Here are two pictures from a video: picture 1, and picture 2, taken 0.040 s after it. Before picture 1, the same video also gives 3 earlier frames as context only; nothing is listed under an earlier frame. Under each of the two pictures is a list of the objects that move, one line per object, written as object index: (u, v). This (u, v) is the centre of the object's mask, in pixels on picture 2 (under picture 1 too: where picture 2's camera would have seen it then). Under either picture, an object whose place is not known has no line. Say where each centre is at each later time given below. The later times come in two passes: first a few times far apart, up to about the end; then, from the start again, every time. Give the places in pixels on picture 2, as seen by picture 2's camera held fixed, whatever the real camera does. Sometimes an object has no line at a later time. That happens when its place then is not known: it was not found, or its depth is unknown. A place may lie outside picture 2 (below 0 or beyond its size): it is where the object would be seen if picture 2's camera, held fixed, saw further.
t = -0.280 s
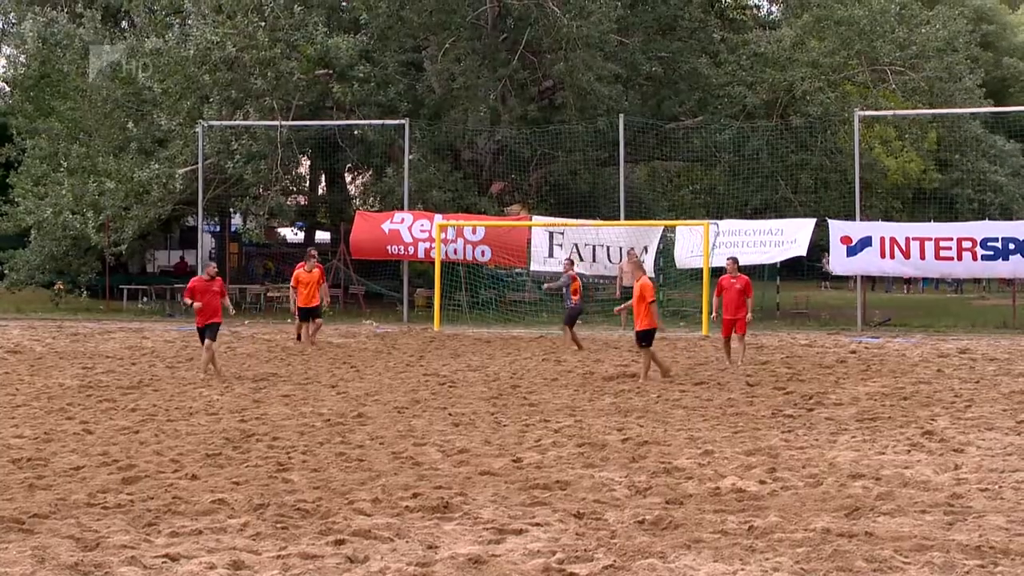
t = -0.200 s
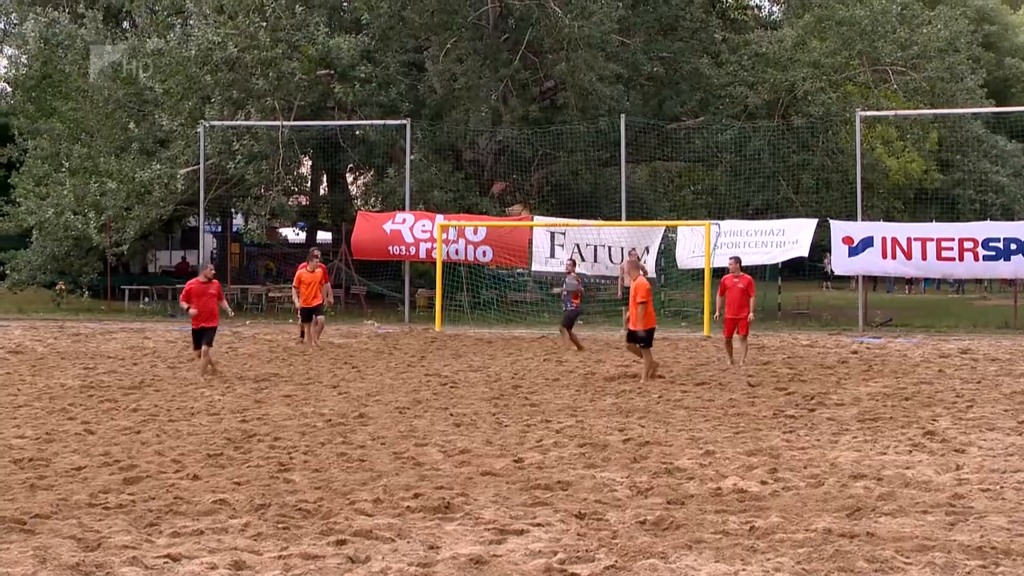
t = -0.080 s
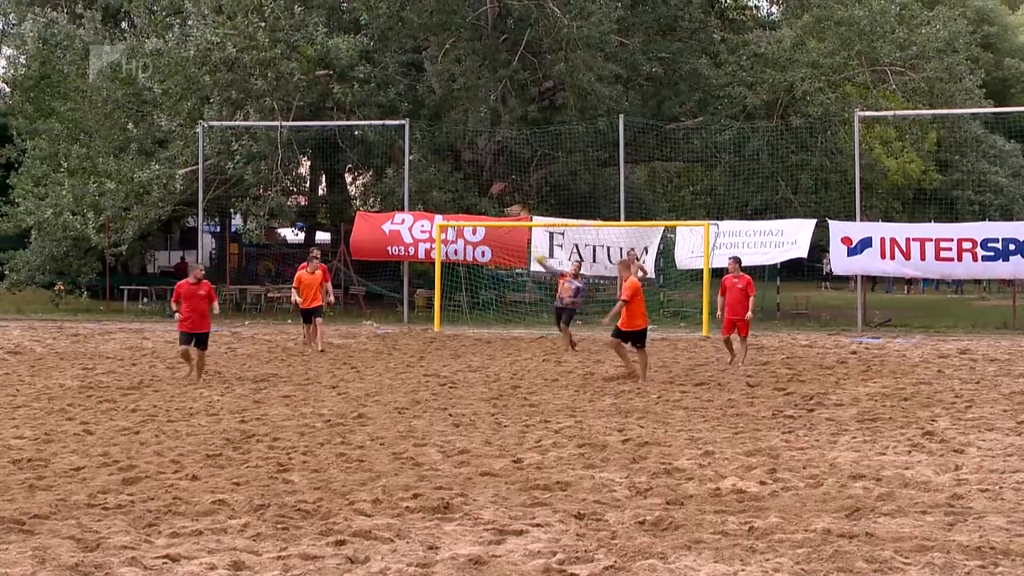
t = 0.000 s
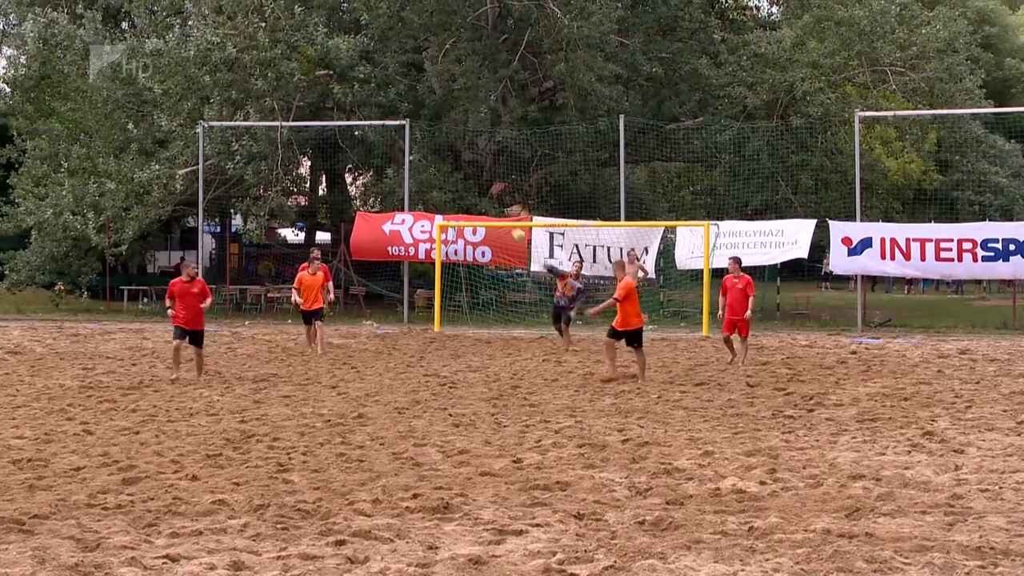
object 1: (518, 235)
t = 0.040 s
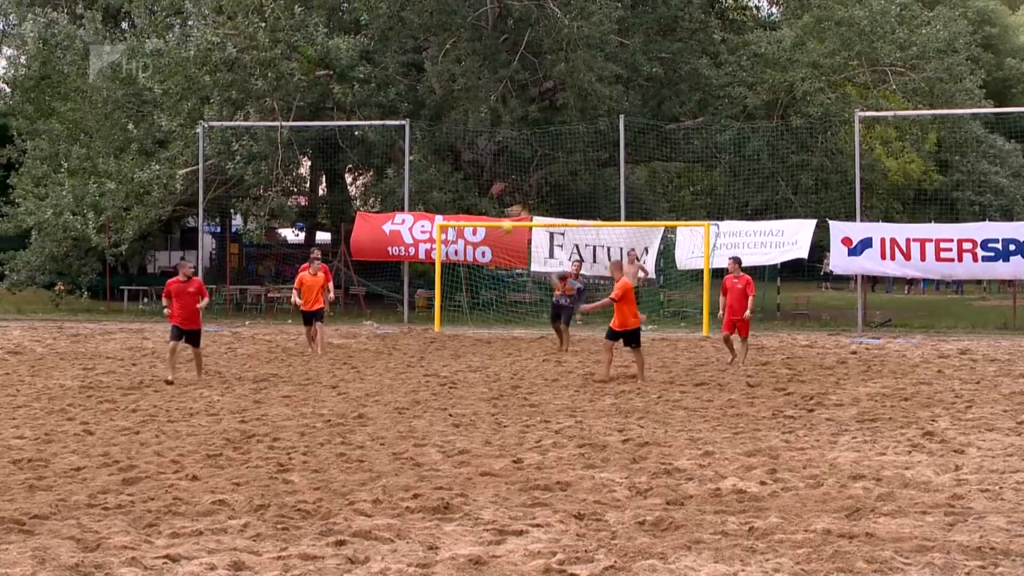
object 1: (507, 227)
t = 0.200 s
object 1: (458, 196)
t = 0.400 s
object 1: (385, 169)
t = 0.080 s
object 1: (495, 217)
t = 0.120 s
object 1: (484, 210)
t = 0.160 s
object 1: (472, 203)
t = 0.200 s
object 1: (458, 196)
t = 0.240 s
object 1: (444, 189)
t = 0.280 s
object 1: (430, 183)
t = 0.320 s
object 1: (416, 178)
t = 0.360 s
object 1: (400, 172)
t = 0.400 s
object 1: (385, 169)
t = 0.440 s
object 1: (369, 166)
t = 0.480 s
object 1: (353, 165)
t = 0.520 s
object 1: (336, 162)
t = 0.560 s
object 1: (318, 162)
